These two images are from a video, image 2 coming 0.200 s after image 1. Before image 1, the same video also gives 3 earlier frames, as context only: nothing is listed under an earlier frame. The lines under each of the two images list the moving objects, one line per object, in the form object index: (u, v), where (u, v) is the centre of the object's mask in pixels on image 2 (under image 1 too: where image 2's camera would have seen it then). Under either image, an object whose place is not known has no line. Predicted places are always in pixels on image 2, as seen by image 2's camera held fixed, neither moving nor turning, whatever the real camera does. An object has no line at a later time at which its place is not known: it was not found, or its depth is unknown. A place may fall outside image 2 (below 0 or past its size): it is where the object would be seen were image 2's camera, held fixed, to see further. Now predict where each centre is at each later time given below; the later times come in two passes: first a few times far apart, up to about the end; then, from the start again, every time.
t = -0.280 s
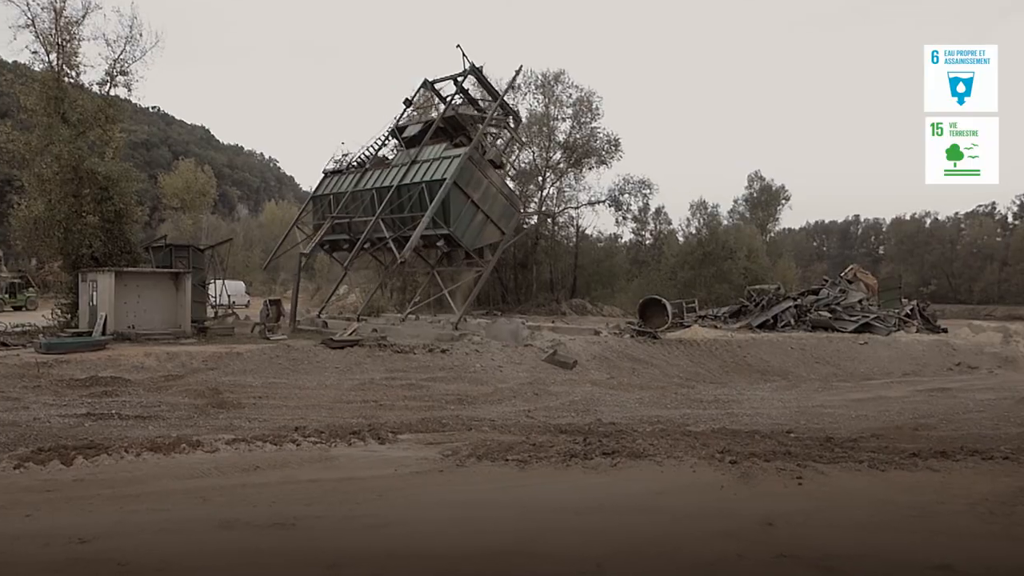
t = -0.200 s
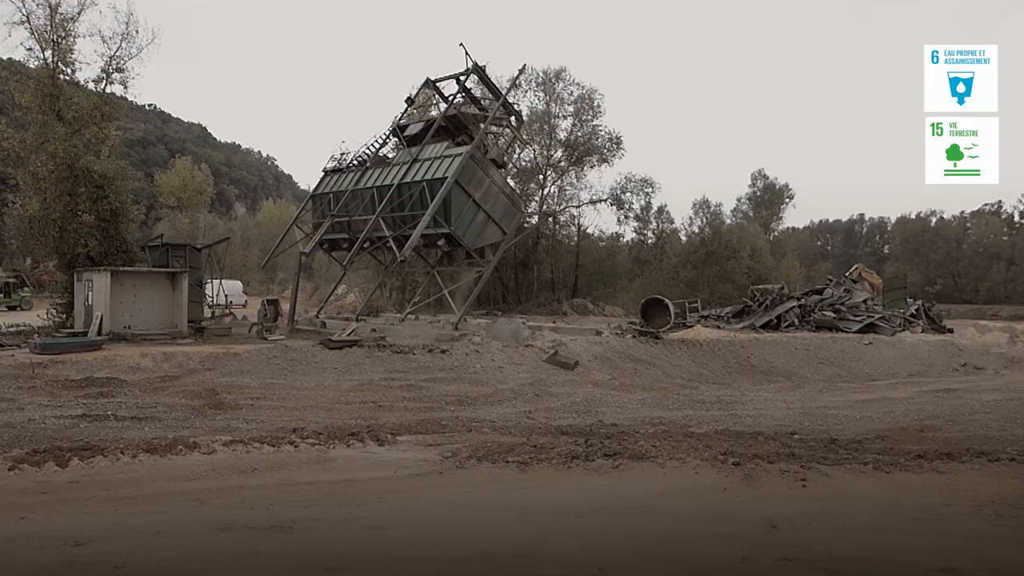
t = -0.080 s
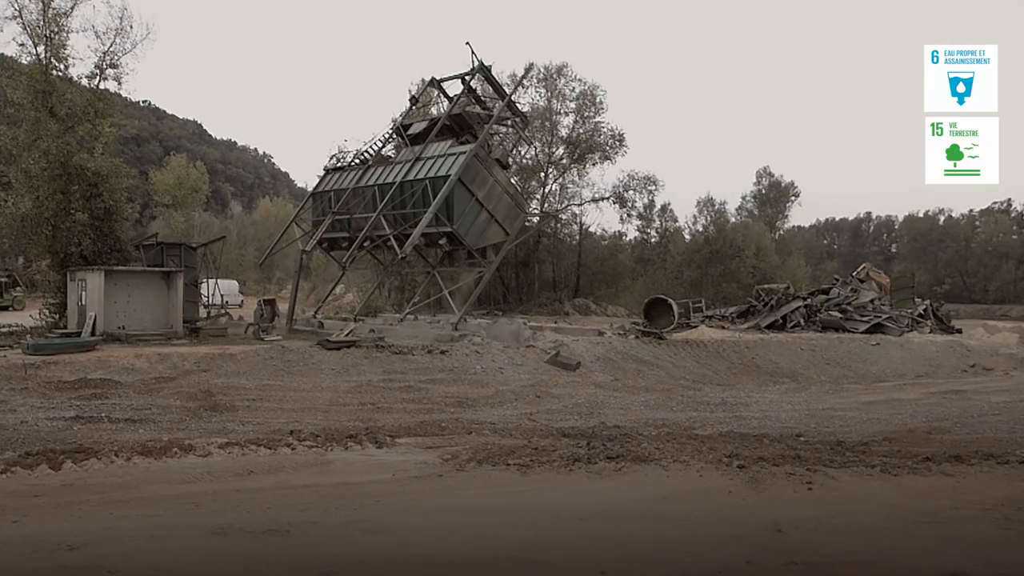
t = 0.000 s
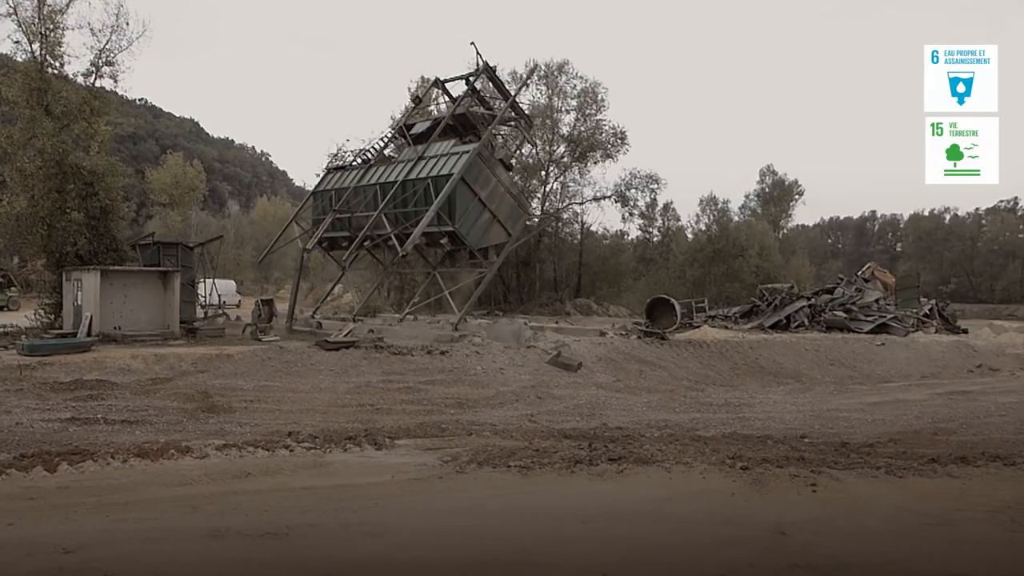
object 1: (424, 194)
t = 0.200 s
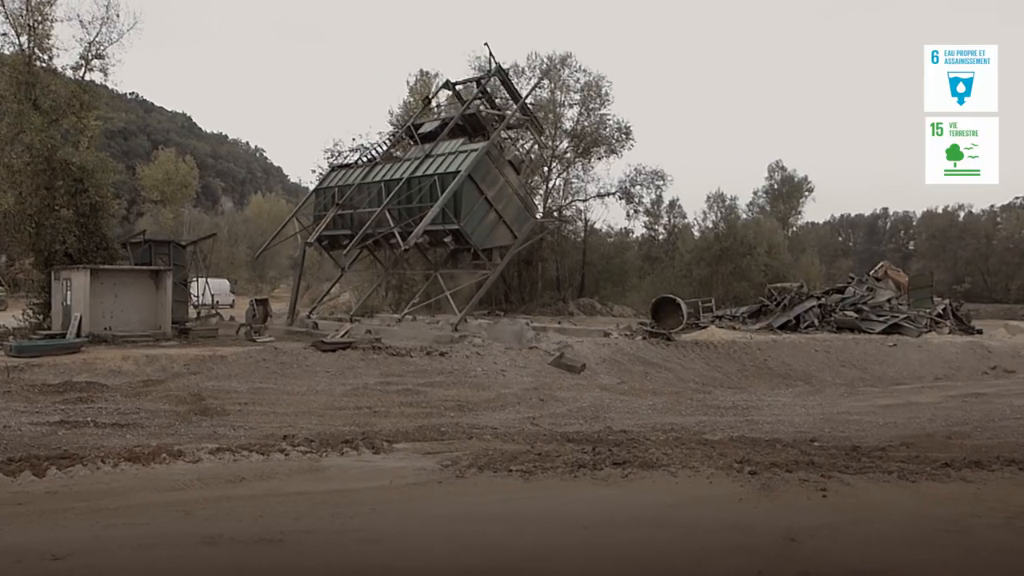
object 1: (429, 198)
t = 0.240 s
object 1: (430, 198)
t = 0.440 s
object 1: (431, 205)
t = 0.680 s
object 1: (439, 211)
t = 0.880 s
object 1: (446, 219)
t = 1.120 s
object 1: (456, 233)
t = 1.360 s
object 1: (470, 249)
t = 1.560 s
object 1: (473, 261)
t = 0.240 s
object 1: (430, 198)
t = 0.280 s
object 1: (431, 199)
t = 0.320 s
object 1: (428, 202)
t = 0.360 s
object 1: (430, 203)
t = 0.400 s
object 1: (431, 204)
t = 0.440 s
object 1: (431, 205)
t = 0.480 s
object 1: (431, 208)
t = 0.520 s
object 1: (433, 208)
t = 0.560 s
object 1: (434, 209)
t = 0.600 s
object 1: (436, 210)
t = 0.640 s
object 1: (438, 209)
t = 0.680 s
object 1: (439, 211)
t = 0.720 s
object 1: (441, 213)
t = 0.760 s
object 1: (442, 214)
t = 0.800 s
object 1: (444, 216)
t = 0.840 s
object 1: (445, 218)
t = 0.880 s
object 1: (446, 219)
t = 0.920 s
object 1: (448, 222)
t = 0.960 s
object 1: (449, 224)
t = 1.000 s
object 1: (450, 225)
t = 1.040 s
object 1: (452, 229)
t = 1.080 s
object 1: (452, 230)
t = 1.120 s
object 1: (456, 233)
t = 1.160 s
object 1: (458, 235)
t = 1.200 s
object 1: (460, 237)
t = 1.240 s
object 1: (463, 240)
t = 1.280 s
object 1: (465, 242)
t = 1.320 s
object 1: (469, 245)
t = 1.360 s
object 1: (470, 249)
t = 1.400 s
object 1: (470, 250)
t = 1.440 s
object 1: (472, 255)
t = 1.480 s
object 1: (471, 257)
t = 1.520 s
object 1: (473, 259)
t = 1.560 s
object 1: (473, 261)
